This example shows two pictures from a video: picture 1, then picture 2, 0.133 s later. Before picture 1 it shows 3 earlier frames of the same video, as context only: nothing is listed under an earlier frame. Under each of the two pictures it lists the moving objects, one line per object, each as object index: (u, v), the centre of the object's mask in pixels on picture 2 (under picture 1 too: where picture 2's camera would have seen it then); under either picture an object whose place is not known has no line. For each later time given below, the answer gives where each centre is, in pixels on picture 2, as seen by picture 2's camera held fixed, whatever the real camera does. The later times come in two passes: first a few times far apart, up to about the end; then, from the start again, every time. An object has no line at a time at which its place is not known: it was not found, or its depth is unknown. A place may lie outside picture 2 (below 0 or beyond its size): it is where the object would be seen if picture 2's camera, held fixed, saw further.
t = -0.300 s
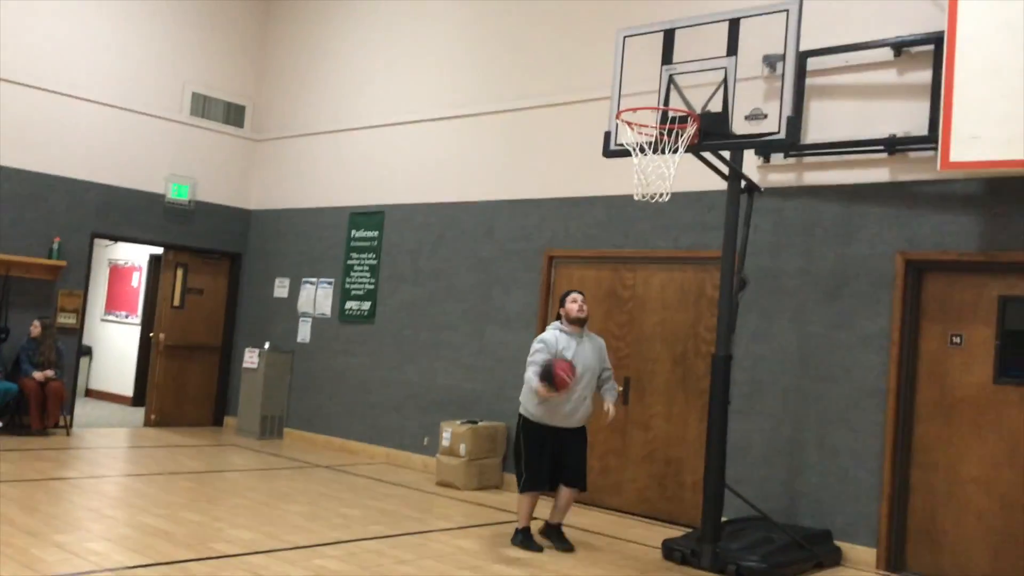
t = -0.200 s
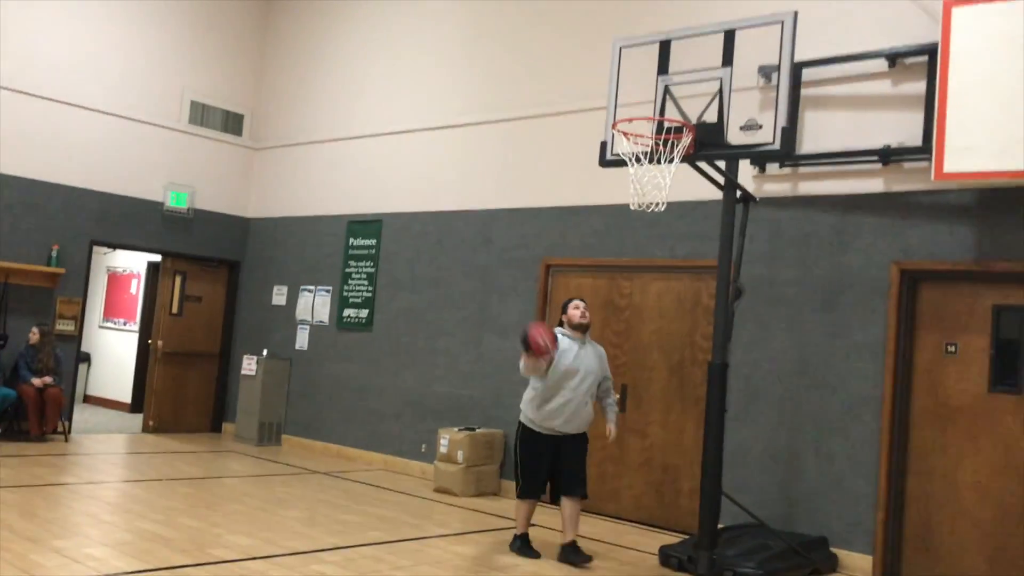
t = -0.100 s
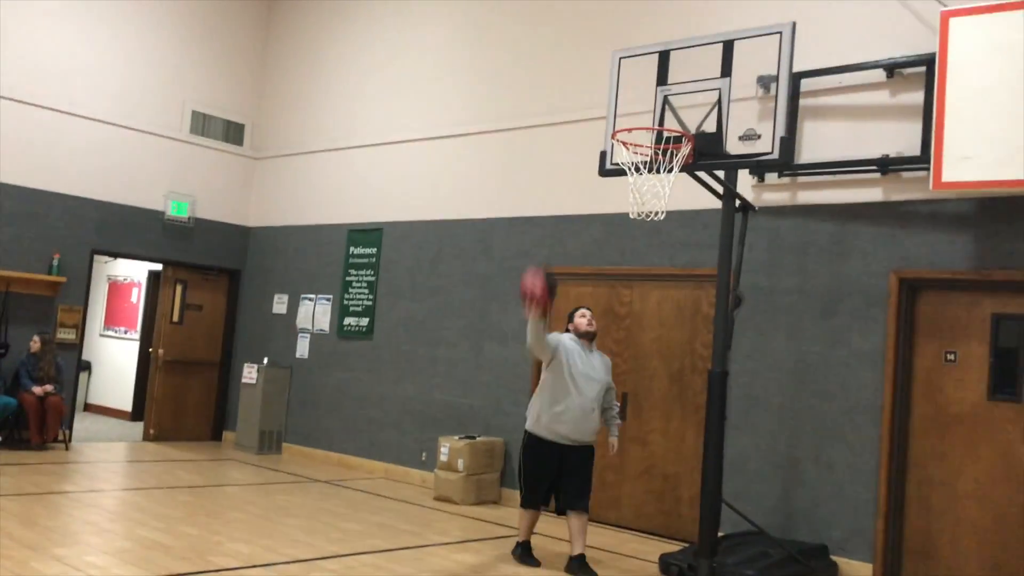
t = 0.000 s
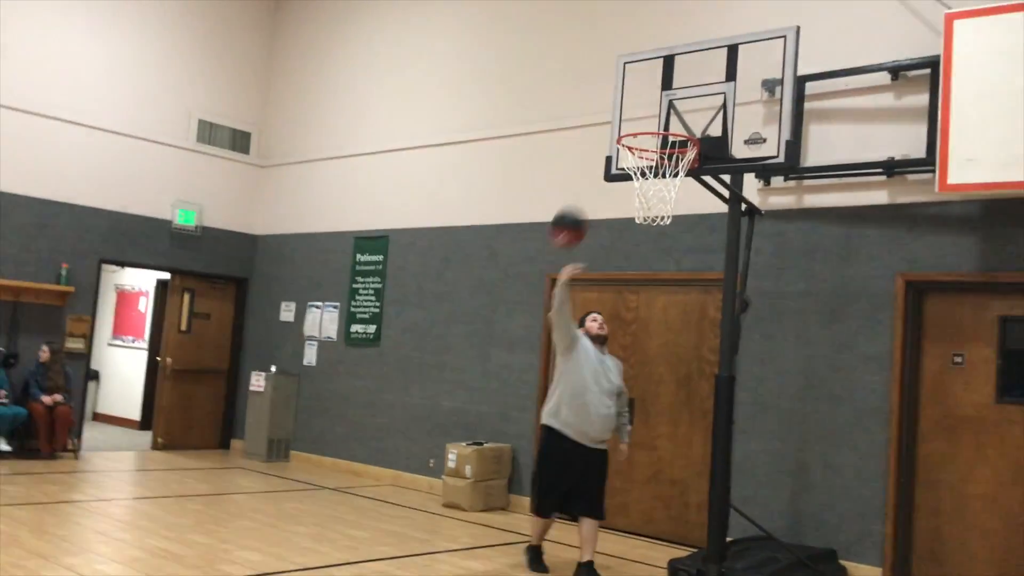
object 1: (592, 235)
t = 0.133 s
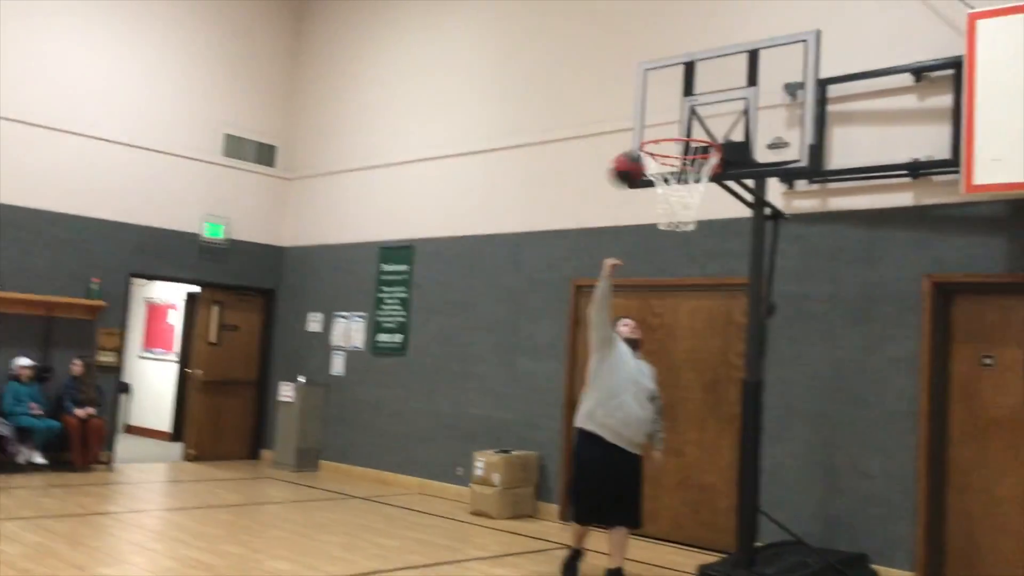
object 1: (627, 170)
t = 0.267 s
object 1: (656, 133)
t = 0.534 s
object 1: (626, 166)
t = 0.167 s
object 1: (634, 153)
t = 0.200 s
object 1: (646, 144)
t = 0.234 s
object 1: (654, 137)
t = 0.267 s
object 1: (656, 133)
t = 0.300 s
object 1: (653, 131)
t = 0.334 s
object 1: (650, 131)
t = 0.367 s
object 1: (646, 133)
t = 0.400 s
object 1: (642, 135)
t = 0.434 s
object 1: (638, 140)
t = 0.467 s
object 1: (634, 147)
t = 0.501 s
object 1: (630, 156)
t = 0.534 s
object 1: (626, 166)
